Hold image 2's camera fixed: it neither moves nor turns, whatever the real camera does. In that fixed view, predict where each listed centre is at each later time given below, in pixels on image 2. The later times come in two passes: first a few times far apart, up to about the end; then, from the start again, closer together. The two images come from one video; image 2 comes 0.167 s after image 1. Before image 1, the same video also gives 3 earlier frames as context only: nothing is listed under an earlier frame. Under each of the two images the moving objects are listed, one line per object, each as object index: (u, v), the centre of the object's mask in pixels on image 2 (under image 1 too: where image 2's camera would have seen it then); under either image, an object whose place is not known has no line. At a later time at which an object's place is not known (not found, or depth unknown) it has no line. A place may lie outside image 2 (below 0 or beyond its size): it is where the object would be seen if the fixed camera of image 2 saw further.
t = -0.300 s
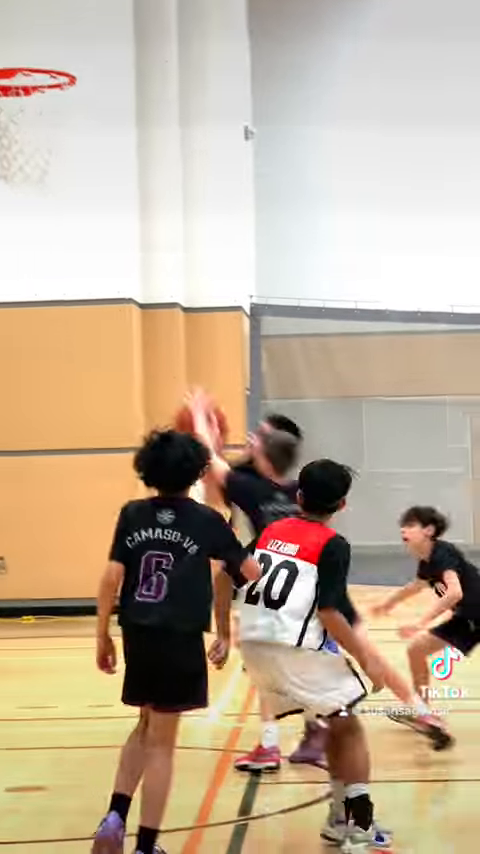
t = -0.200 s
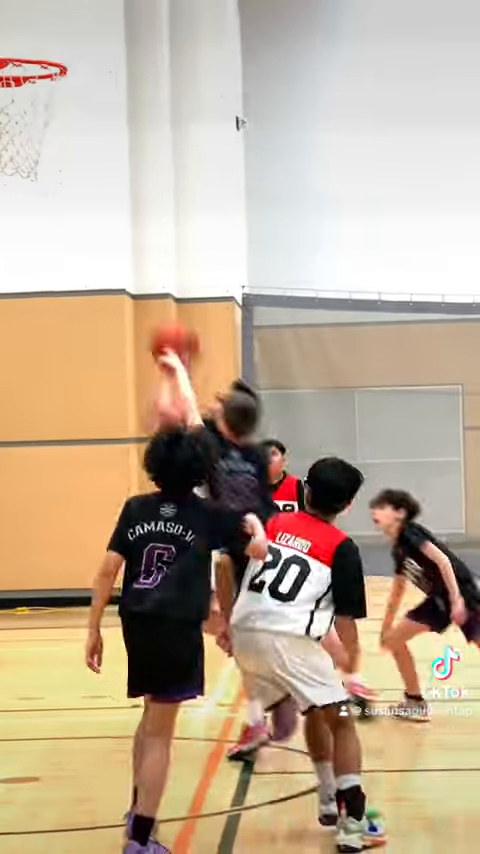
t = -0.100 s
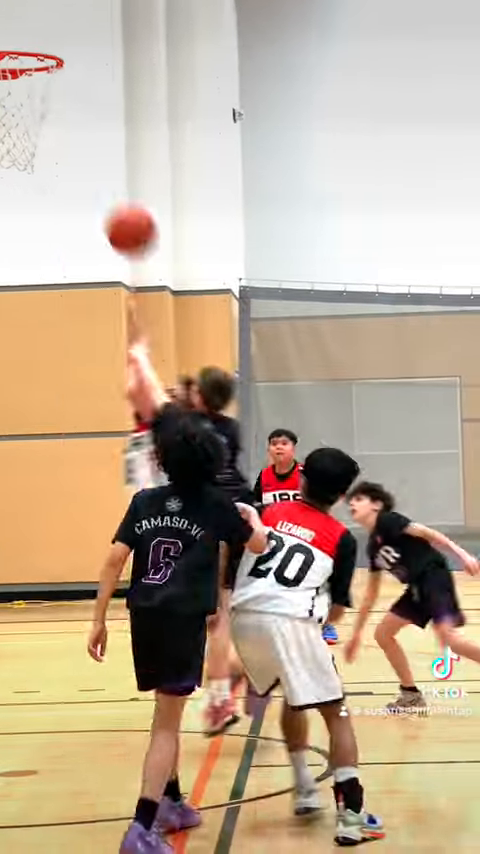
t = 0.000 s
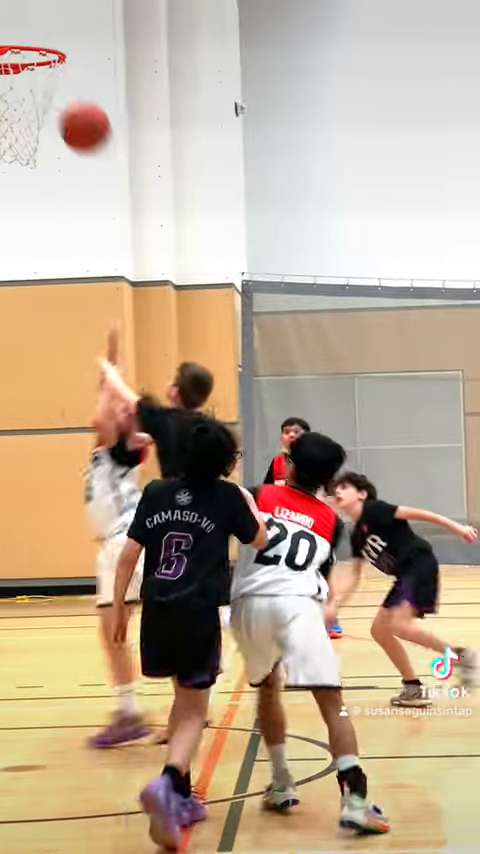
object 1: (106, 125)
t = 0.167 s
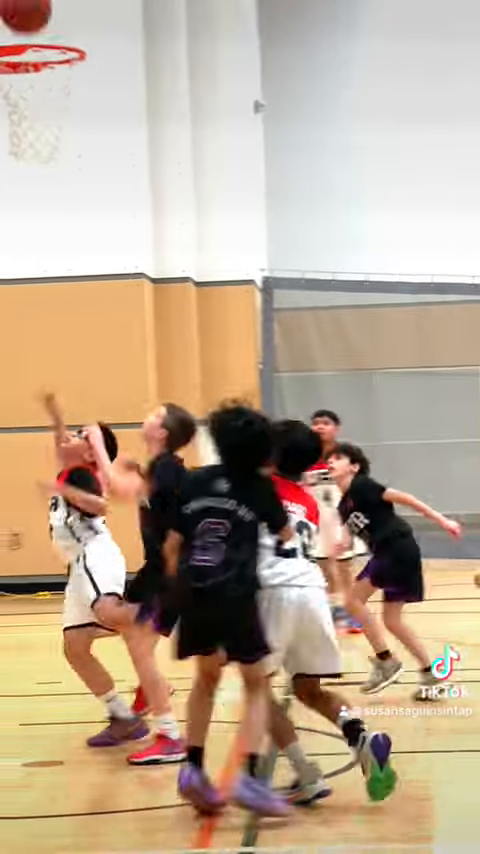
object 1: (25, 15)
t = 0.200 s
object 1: (11, 8)
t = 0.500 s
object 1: (31, 1)
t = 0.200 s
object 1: (11, 8)
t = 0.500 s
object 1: (31, 1)
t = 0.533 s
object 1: (43, 5)
